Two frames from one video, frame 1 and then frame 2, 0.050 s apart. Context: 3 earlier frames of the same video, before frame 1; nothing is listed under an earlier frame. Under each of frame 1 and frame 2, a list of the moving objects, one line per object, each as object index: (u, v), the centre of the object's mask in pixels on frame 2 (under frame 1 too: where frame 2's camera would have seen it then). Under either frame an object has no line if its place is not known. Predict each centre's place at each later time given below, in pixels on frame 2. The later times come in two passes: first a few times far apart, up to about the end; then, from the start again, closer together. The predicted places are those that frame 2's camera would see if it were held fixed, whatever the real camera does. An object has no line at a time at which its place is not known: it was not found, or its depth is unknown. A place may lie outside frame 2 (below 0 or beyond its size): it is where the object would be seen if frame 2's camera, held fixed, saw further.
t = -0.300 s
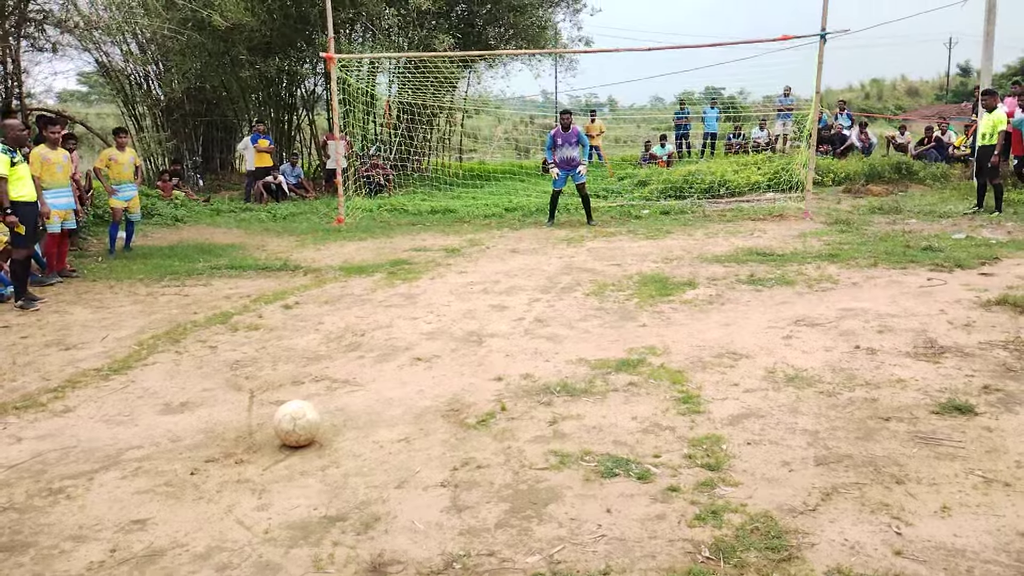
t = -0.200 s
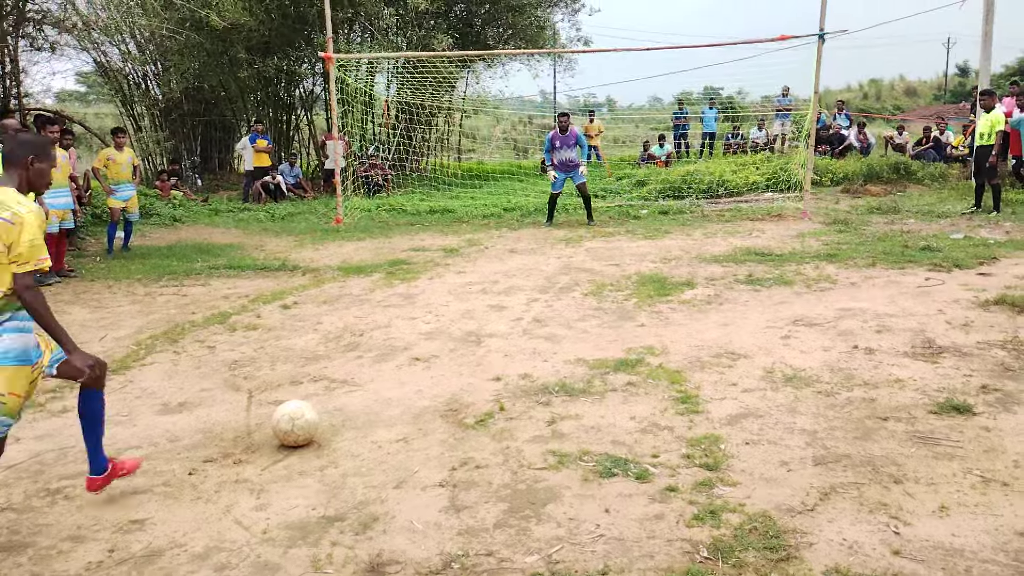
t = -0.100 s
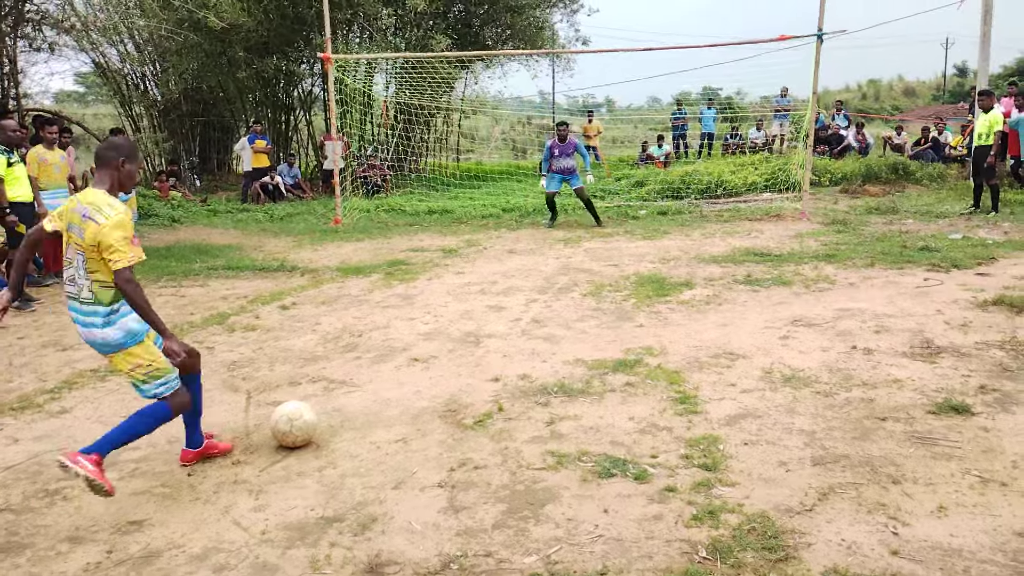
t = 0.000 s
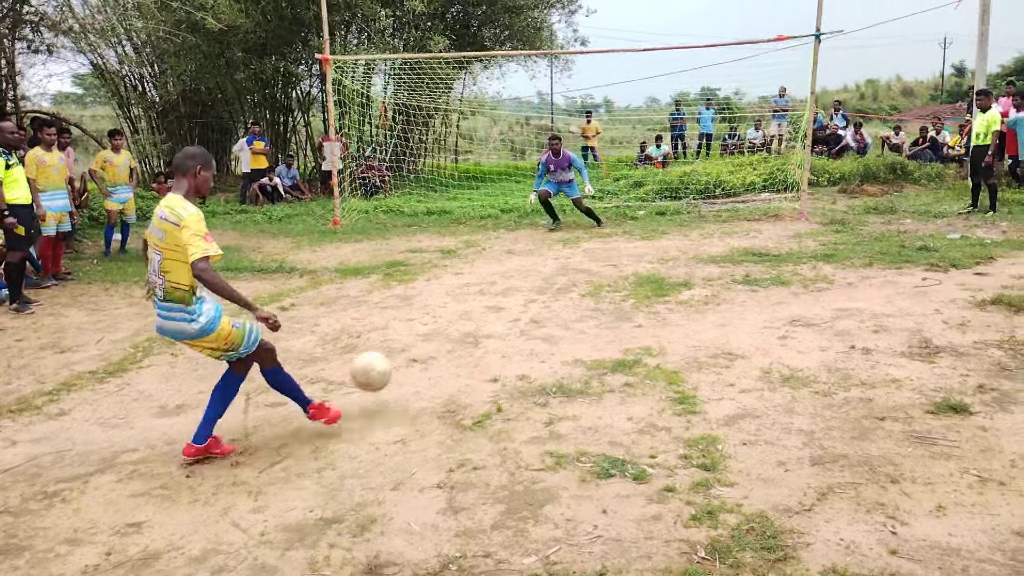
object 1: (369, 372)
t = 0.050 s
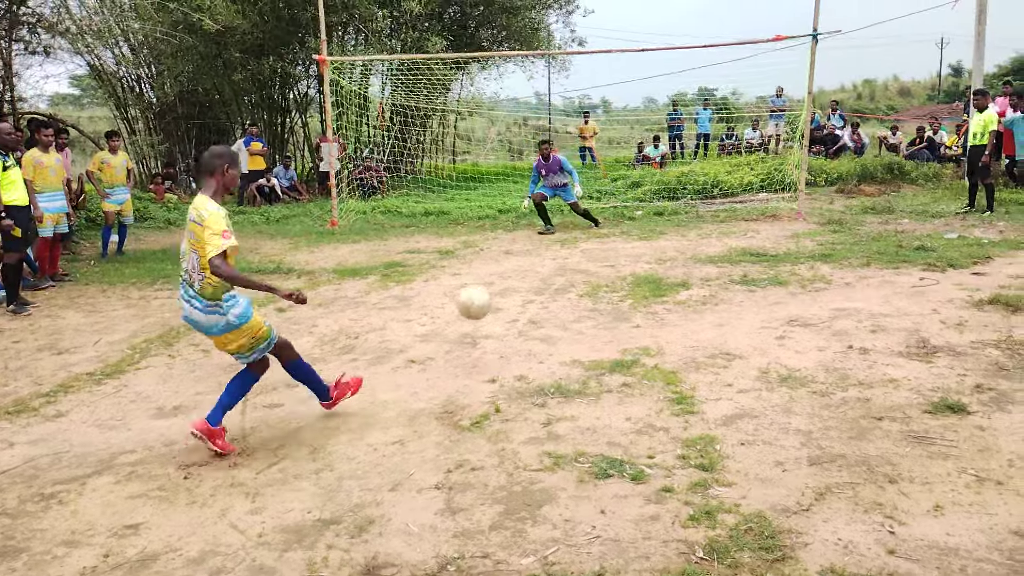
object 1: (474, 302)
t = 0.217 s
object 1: (674, 189)
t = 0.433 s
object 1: (801, 145)
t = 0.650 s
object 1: (935, 151)
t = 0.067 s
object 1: (502, 285)
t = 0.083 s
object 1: (527, 268)
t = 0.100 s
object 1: (551, 253)
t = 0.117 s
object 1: (573, 241)
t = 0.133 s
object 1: (593, 229)
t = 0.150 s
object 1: (611, 219)
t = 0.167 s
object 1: (628, 211)
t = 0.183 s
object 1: (644, 201)
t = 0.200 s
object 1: (660, 195)
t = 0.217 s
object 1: (674, 189)
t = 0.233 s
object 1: (687, 183)
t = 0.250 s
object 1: (699, 178)
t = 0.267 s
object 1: (711, 173)
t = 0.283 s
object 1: (722, 169)
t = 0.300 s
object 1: (732, 164)
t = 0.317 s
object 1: (743, 161)
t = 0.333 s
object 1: (752, 158)
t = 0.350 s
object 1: (761, 155)
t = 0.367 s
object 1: (770, 152)
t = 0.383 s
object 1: (778, 151)
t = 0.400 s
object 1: (786, 148)
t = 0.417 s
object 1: (793, 146)
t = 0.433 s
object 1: (801, 145)
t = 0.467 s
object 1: (816, 144)
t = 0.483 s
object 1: (828, 144)
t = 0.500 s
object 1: (839, 144)
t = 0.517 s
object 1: (851, 144)
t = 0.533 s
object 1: (863, 143)
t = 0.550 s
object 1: (874, 143)
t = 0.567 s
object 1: (884, 145)
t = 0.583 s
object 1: (895, 145)
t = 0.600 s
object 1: (904, 147)
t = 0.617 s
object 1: (915, 148)
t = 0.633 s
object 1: (925, 149)
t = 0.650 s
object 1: (935, 151)
